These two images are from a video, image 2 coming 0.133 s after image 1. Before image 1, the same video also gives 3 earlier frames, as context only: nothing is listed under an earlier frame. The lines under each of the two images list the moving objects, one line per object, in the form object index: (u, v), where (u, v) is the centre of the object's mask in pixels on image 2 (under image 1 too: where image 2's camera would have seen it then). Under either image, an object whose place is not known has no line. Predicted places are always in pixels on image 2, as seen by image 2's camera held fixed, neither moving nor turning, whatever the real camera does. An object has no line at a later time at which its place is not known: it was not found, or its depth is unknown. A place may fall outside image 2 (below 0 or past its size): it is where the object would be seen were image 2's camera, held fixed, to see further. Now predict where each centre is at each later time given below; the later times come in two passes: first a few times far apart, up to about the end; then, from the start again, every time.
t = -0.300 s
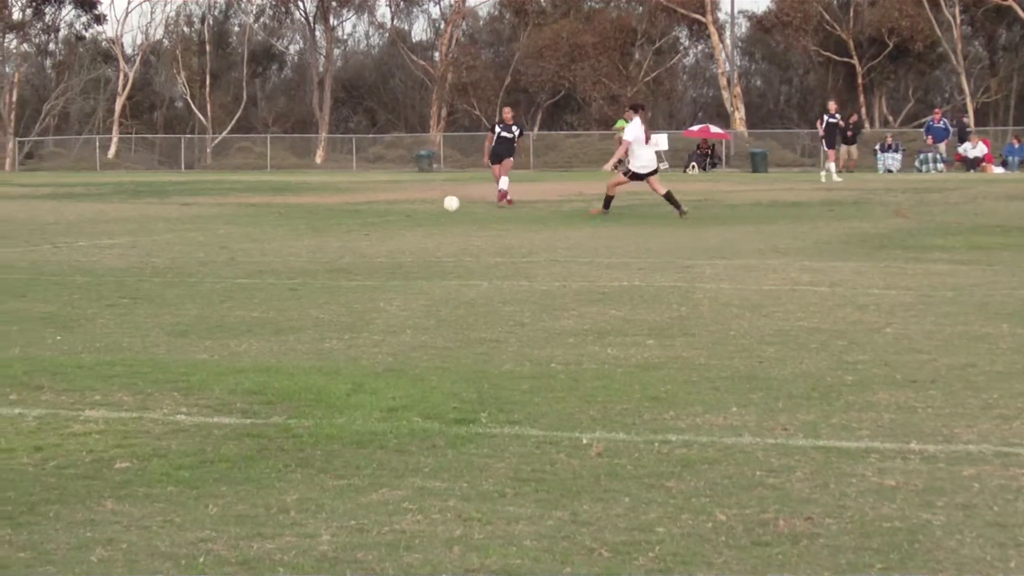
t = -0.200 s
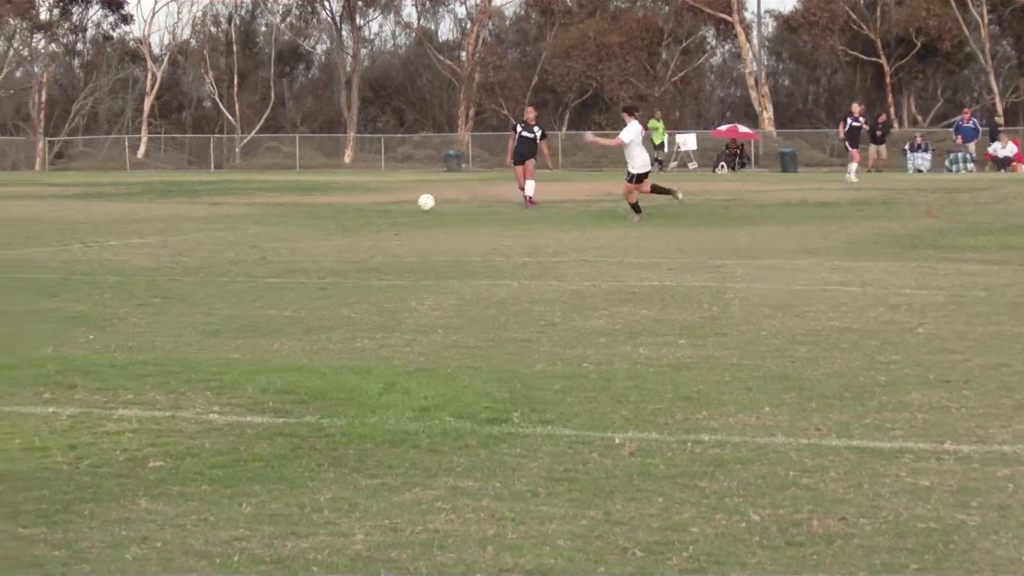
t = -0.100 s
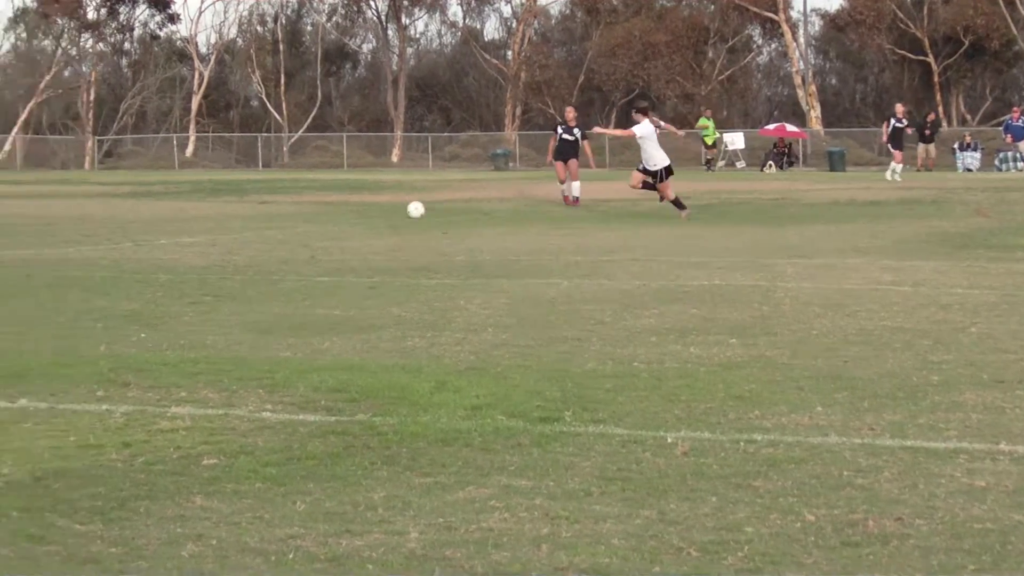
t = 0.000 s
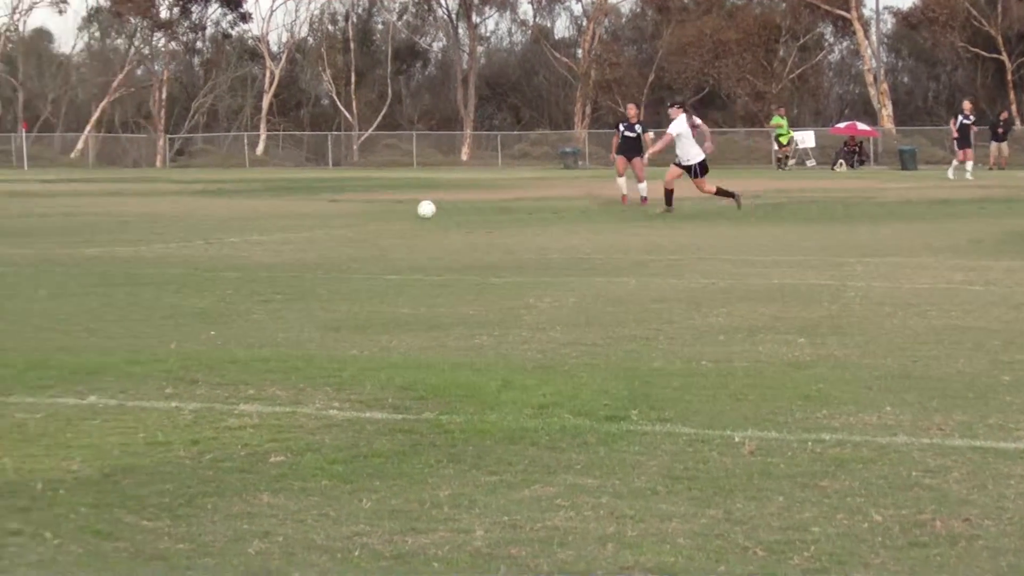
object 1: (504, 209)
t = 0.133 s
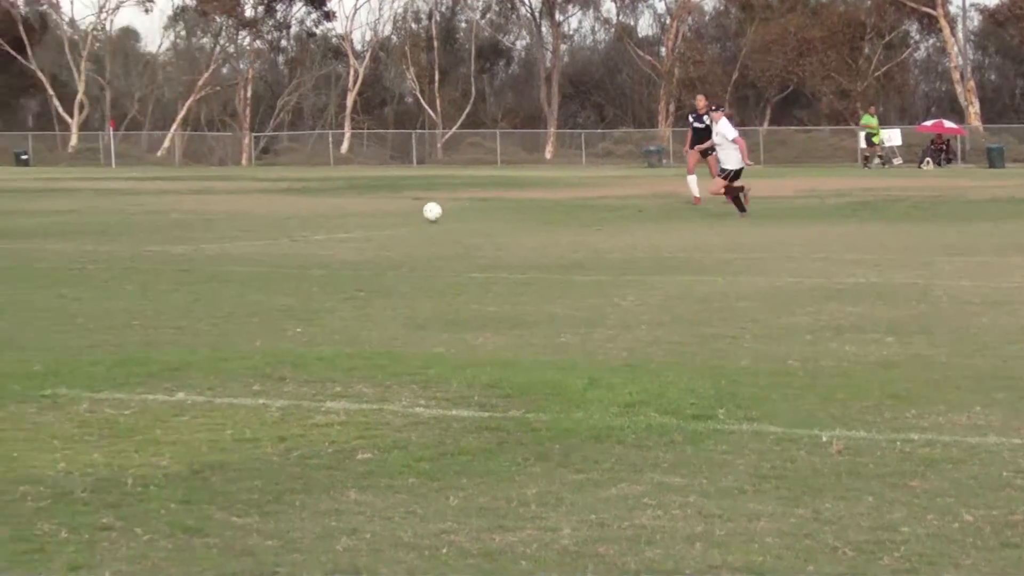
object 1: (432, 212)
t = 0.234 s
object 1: (379, 217)
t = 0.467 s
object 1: (247, 217)
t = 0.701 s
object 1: (114, 216)
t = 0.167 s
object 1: (415, 212)
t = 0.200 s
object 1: (397, 214)
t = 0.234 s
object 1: (379, 217)
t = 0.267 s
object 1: (361, 216)
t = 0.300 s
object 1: (343, 215)
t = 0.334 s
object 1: (324, 215)
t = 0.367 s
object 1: (304, 217)
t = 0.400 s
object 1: (284, 219)
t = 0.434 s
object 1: (266, 218)
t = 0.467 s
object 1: (247, 217)
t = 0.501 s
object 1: (228, 217)
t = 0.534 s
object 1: (210, 218)
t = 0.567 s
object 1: (190, 220)
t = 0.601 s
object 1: (171, 220)
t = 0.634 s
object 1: (151, 216)
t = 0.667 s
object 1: (134, 216)
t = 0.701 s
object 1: (114, 216)
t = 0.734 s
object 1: (95, 216)
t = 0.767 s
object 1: (75, 219)
